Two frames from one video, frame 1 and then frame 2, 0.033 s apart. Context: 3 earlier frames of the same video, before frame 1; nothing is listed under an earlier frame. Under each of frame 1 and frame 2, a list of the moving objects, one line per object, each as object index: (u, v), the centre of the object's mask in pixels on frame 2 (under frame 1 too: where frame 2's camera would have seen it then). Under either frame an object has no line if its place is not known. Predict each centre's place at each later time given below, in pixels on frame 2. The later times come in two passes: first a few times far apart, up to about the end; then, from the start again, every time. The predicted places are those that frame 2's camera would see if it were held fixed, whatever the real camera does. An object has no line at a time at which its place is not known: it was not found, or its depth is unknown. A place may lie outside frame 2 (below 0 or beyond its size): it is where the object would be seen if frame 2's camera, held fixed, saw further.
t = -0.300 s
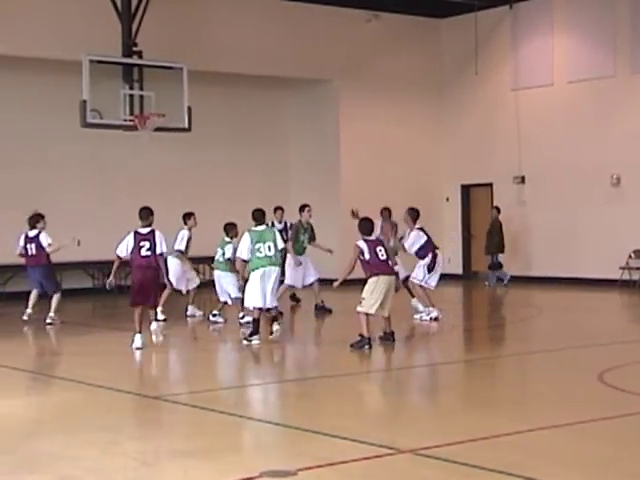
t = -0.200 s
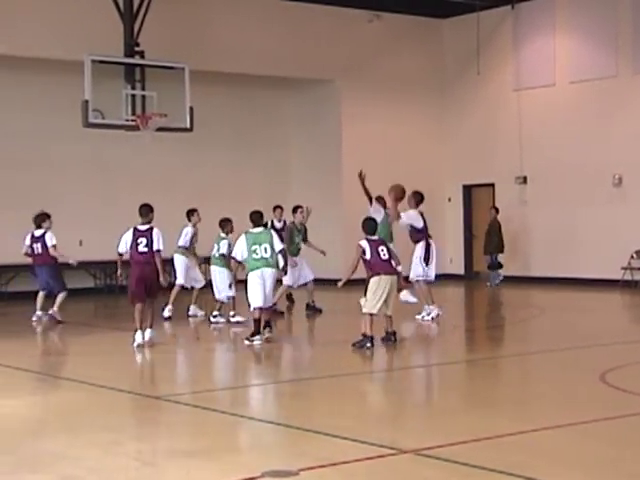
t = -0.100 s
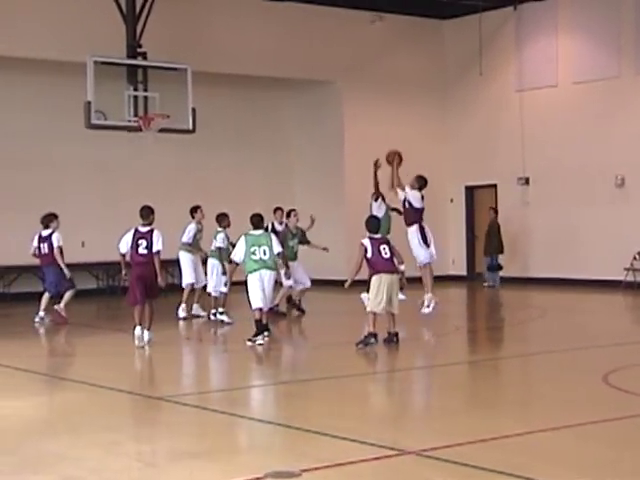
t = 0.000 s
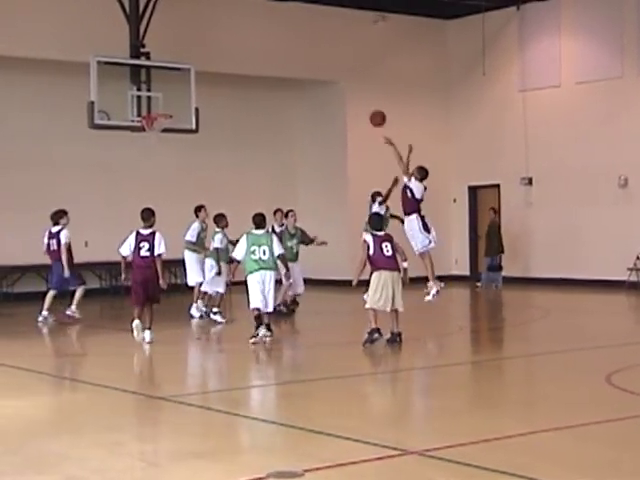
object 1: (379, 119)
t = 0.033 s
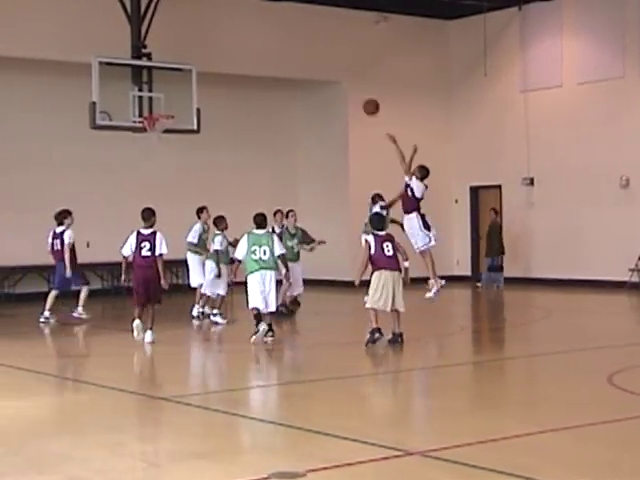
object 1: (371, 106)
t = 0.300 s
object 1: (310, 43)
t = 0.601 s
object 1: (248, 32)
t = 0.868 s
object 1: (199, 70)
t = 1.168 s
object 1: (164, 88)
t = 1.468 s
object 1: (173, 72)
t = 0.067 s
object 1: (363, 96)
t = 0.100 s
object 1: (355, 85)
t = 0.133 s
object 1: (348, 76)
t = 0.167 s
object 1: (340, 68)
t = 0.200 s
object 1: (332, 60)
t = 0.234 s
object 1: (325, 54)
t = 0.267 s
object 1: (317, 48)
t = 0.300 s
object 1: (310, 43)
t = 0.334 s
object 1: (303, 38)
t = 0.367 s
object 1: (296, 35)
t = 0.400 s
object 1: (289, 33)
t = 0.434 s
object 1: (282, 31)
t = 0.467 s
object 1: (275, 29)
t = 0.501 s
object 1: (268, 29)
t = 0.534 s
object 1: (262, 29)
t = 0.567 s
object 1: (255, 30)
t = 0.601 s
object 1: (248, 32)
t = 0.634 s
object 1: (242, 35)
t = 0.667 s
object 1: (236, 37)
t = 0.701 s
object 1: (229, 41)
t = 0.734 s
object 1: (223, 46)
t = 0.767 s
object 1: (217, 51)
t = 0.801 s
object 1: (210, 57)
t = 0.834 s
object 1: (205, 63)
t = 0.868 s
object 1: (199, 70)
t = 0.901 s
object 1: (193, 76)
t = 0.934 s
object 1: (187, 85)
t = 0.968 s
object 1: (182, 95)
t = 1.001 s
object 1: (176, 104)
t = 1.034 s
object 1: (172, 109)
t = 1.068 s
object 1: (170, 103)
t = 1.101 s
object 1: (167, 97)
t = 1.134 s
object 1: (166, 92)
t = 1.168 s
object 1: (164, 88)
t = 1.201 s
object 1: (162, 84)
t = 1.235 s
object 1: (163, 81)
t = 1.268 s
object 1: (163, 78)
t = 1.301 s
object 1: (167, 75)
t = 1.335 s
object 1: (167, 73)
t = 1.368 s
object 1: (169, 71)
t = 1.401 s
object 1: (170, 71)
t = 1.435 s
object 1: (172, 71)
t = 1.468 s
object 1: (173, 72)
